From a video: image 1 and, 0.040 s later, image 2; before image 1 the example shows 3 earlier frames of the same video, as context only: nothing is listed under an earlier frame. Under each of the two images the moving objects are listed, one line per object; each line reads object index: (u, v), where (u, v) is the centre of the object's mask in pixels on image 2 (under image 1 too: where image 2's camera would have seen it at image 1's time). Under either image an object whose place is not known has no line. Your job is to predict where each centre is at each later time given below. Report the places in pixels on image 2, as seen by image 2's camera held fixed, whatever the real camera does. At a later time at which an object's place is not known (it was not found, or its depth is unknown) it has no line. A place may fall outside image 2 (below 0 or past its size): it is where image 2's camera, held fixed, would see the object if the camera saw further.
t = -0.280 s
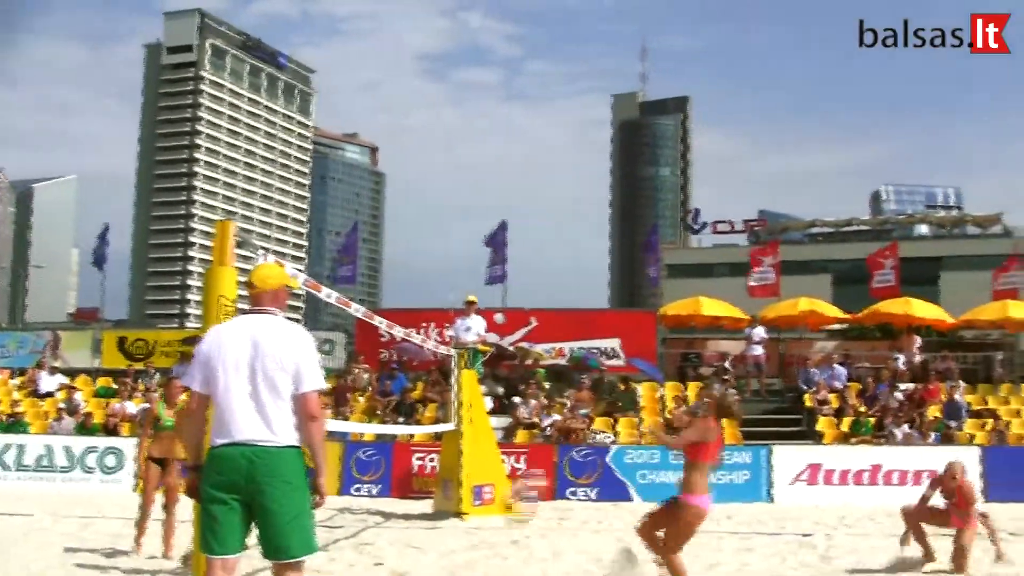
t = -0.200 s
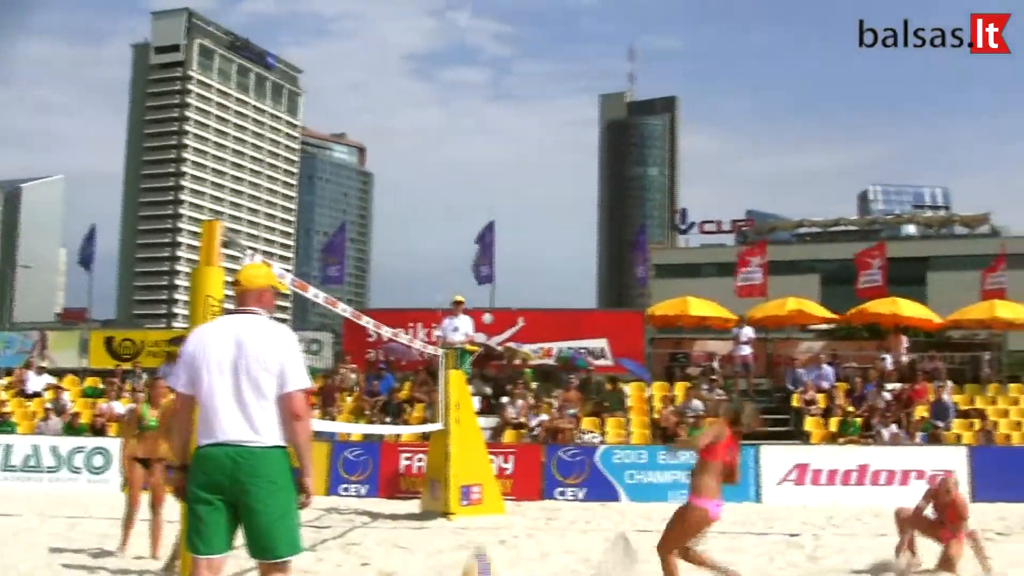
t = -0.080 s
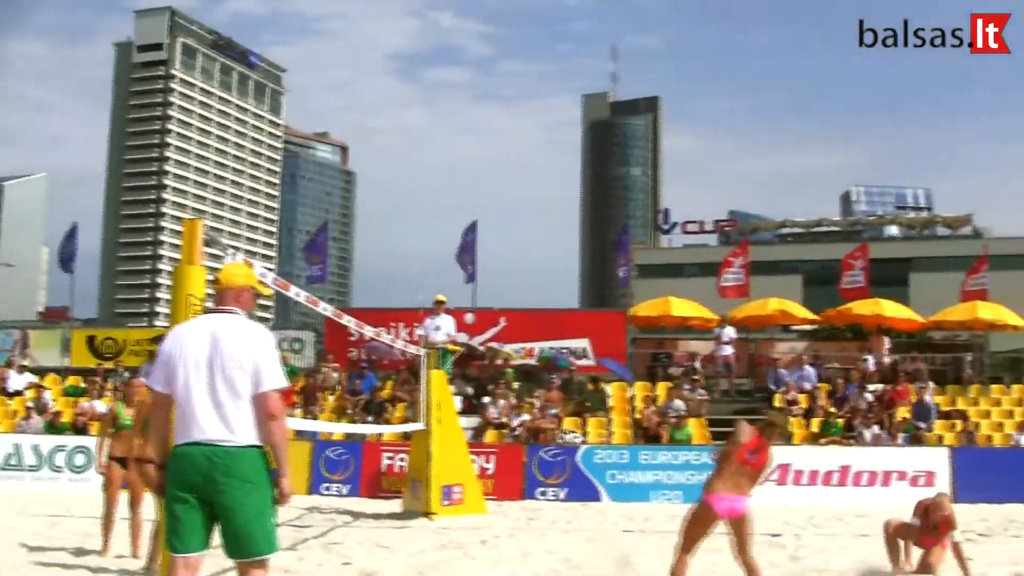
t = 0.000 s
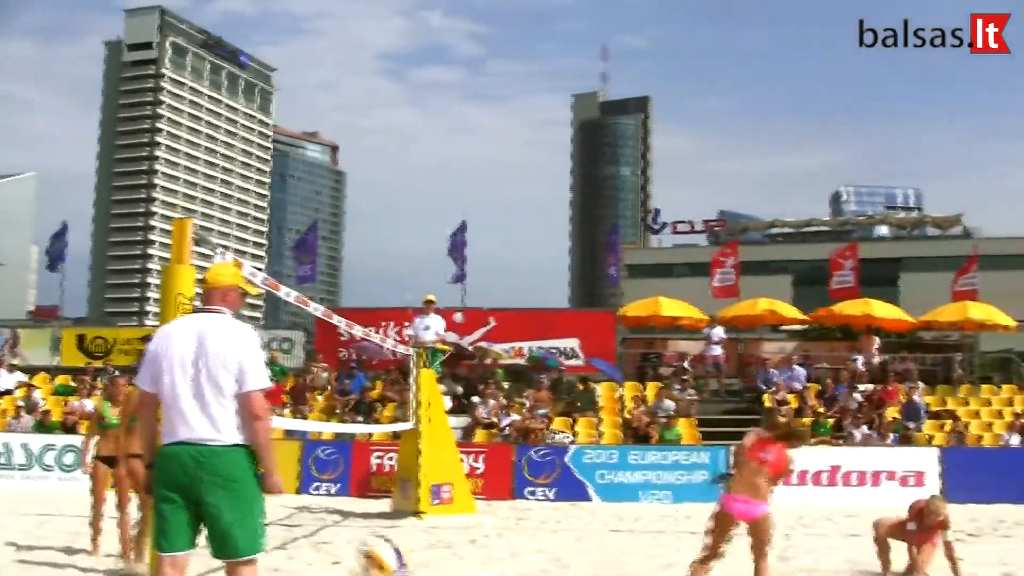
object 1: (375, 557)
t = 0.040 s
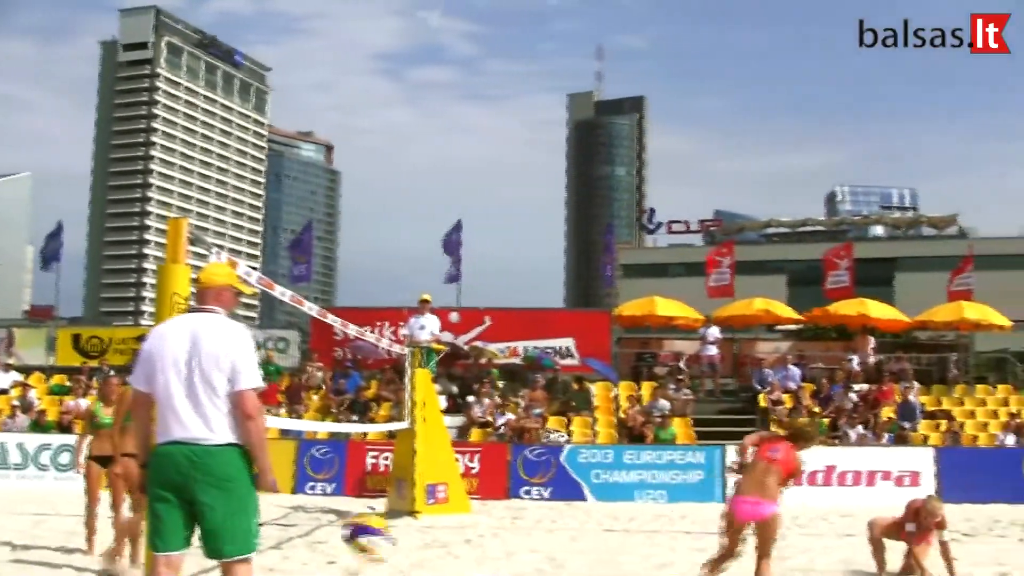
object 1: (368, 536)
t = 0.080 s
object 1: (358, 508)
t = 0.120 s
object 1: (347, 484)
